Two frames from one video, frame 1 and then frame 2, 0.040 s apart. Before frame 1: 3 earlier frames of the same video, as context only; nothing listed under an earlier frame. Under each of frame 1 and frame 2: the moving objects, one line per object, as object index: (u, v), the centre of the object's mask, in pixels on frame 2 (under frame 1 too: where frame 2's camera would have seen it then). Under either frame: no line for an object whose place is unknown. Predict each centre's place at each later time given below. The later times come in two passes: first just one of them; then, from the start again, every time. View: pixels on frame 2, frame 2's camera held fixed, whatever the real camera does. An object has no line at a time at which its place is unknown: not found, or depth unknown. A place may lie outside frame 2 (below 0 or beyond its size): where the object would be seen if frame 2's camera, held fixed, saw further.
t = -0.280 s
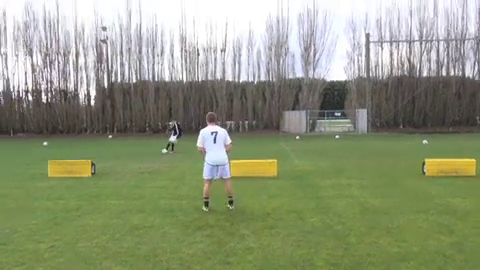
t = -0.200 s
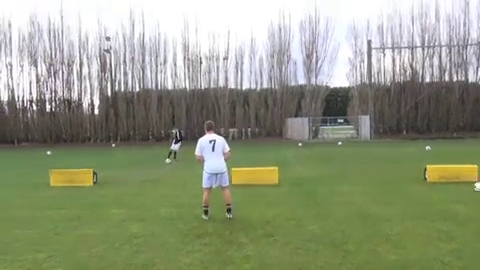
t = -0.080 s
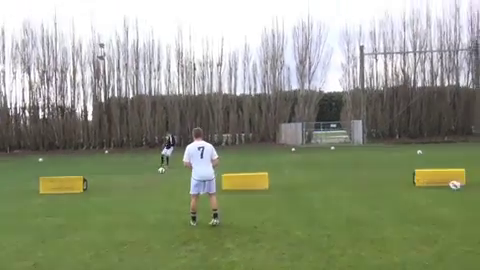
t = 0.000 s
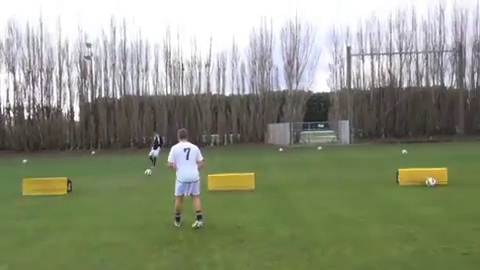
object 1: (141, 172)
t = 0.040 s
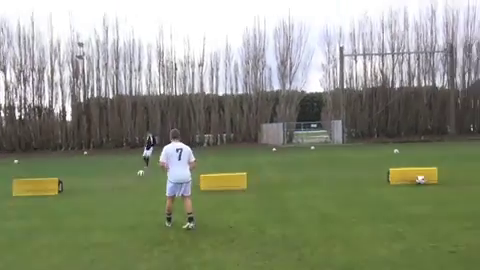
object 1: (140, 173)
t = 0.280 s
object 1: (135, 182)
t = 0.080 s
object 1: (140, 175)
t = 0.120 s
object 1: (139, 177)
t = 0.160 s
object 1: (138, 179)
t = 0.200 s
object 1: (137, 179)
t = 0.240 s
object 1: (136, 181)
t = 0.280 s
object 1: (135, 182)
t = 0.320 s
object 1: (134, 184)
